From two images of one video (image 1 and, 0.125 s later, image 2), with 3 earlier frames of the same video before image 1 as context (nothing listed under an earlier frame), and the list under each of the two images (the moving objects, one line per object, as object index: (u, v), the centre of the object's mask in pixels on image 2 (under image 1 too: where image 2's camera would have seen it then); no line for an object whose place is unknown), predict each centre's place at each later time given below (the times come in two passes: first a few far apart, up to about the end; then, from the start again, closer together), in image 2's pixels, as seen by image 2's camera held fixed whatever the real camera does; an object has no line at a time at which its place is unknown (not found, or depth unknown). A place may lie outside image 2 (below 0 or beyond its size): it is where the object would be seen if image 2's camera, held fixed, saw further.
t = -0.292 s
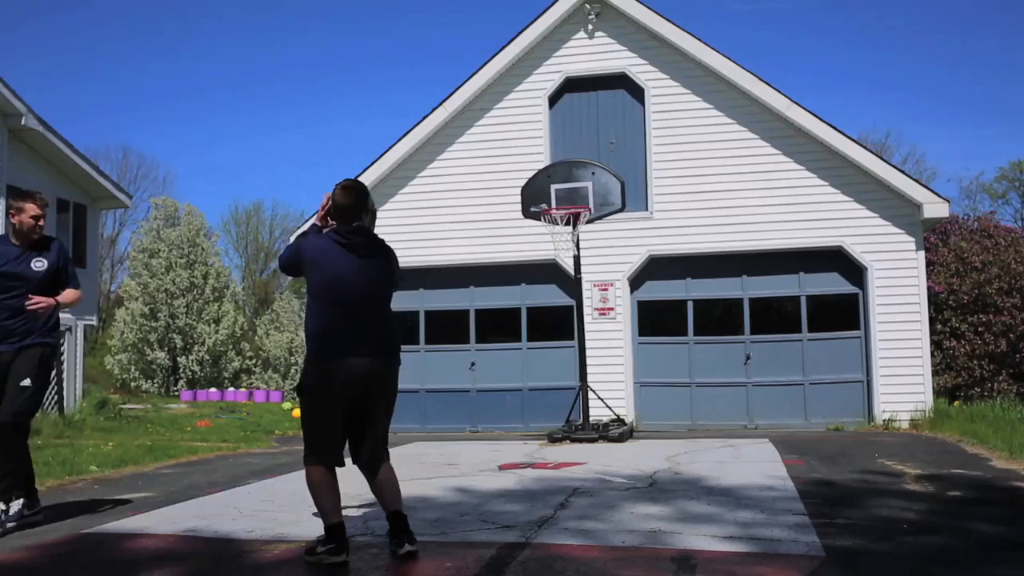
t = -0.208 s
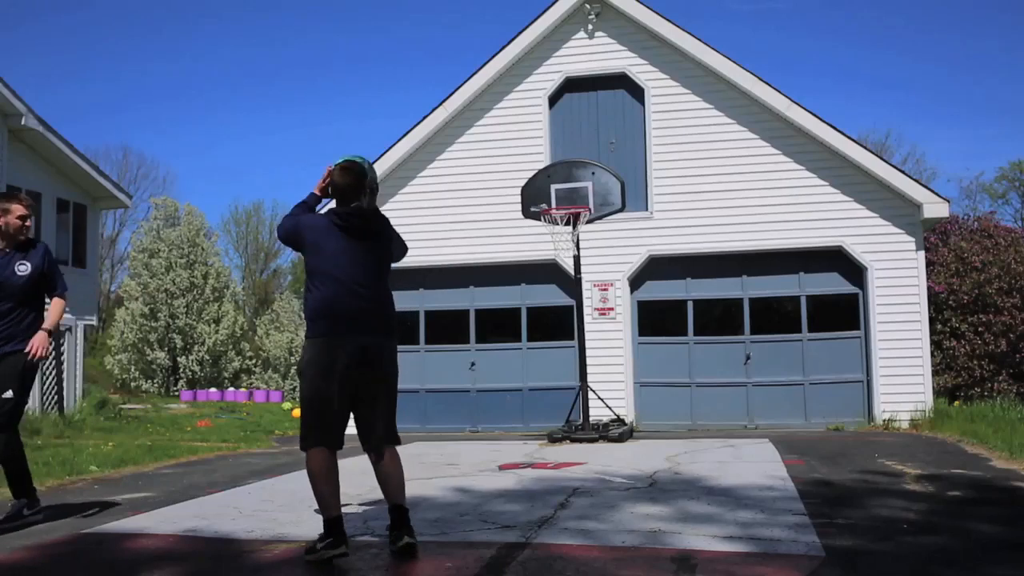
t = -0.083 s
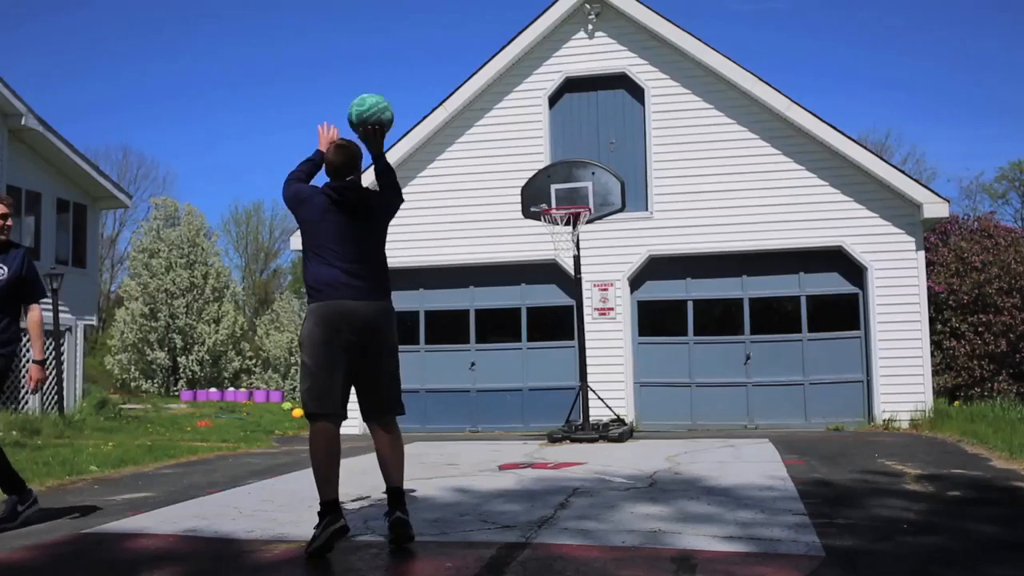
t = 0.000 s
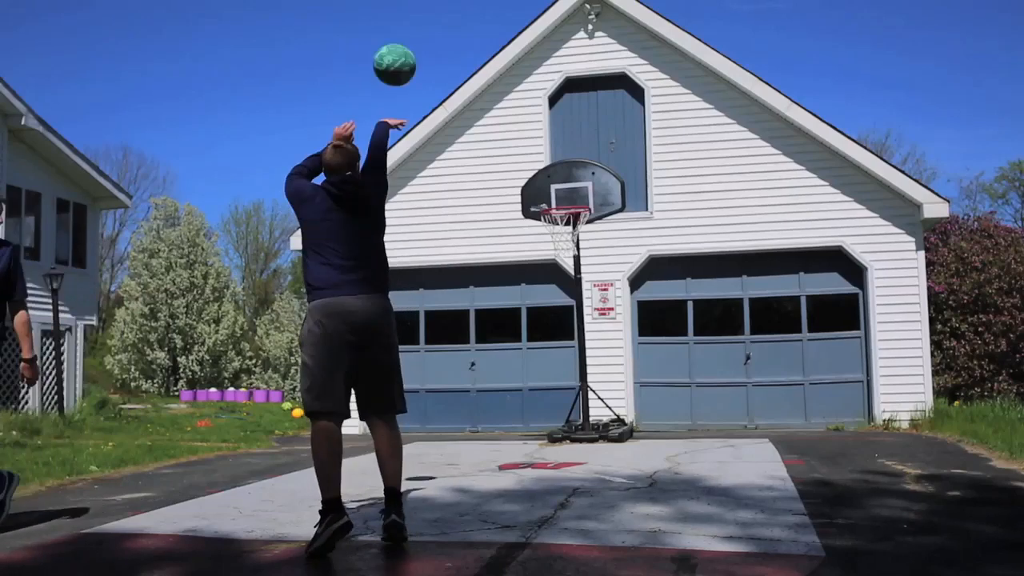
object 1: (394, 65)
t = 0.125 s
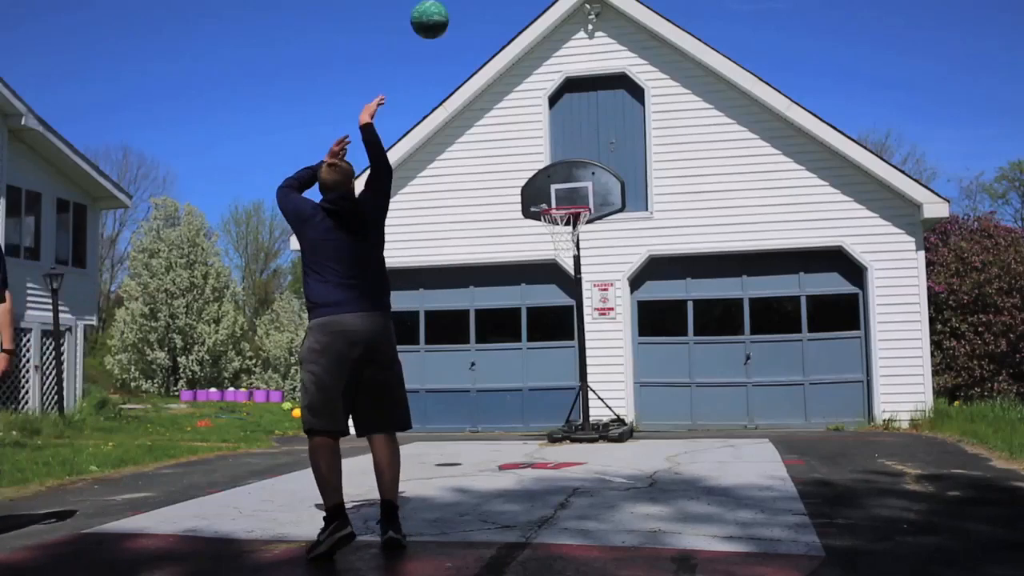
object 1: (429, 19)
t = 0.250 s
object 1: (458, 9)
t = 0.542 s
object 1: (508, 44)
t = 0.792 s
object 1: (541, 139)
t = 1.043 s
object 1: (574, 168)
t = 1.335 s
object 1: (623, 124)
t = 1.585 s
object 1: (673, 156)
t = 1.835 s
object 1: (728, 264)
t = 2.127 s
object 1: (796, 427)
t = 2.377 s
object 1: (833, 353)
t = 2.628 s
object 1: (876, 358)
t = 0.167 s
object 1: (440, 14)
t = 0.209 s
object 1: (449, 11)
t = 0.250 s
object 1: (458, 9)
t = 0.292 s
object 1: (466, 9)
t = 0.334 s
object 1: (474, 10)
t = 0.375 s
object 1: (482, 11)
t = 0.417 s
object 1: (489, 15)
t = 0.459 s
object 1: (496, 23)
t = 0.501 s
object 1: (502, 32)
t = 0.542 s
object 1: (508, 44)
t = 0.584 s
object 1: (514, 56)
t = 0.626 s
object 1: (520, 71)
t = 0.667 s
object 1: (525, 86)
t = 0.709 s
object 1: (531, 102)
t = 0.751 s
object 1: (536, 120)
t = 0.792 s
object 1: (541, 139)
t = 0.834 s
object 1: (546, 157)
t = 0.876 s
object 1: (550, 178)
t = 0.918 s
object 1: (555, 198)
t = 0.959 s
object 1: (561, 195)
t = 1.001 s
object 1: (567, 181)
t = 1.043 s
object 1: (574, 168)
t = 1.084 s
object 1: (581, 156)
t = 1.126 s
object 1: (588, 148)
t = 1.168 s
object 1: (594, 140)
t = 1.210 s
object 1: (602, 134)
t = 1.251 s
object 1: (608, 129)
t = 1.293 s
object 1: (616, 126)
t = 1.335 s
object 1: (623, 124)
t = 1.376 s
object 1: (632, 125)
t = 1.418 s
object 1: (639, 127)
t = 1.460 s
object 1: (647, 132)
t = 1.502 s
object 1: (656, 138)
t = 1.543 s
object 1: (664, 146)
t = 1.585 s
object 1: (673, 156)
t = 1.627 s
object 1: (682, 168)
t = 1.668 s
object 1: (691, 183)
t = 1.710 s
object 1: (700, 200)
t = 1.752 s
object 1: (709, 219)
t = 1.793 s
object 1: (719, 241)
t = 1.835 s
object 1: (728, 264)
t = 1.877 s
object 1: (739, 291)
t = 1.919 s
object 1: (748, 320)
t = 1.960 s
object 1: (759, 352)
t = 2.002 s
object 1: (770, 387)
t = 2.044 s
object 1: (781, 425)
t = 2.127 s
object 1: (796, 427)
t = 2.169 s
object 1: (802, 409)
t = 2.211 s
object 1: (808, 394)
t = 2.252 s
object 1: (814, 381)
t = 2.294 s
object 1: (820, 369)
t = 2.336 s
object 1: (826, 360)
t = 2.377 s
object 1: (833, 353)
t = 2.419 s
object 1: (839, 348)
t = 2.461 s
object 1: (846, 346)
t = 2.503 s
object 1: (853, 345)
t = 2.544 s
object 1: (860, 347)
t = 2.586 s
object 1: (868, 351)
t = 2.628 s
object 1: (876, 358)
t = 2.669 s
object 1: (884, 367)
